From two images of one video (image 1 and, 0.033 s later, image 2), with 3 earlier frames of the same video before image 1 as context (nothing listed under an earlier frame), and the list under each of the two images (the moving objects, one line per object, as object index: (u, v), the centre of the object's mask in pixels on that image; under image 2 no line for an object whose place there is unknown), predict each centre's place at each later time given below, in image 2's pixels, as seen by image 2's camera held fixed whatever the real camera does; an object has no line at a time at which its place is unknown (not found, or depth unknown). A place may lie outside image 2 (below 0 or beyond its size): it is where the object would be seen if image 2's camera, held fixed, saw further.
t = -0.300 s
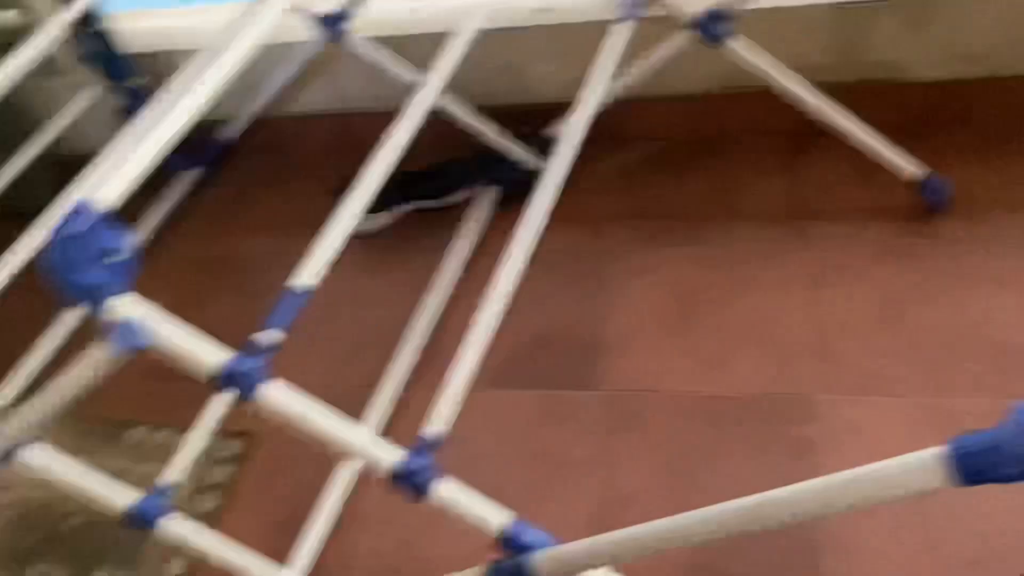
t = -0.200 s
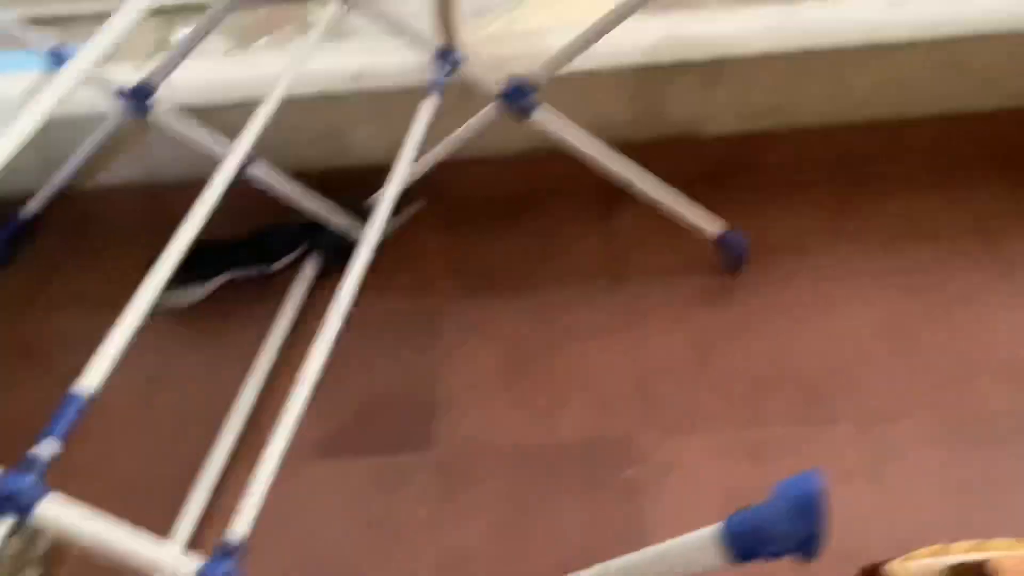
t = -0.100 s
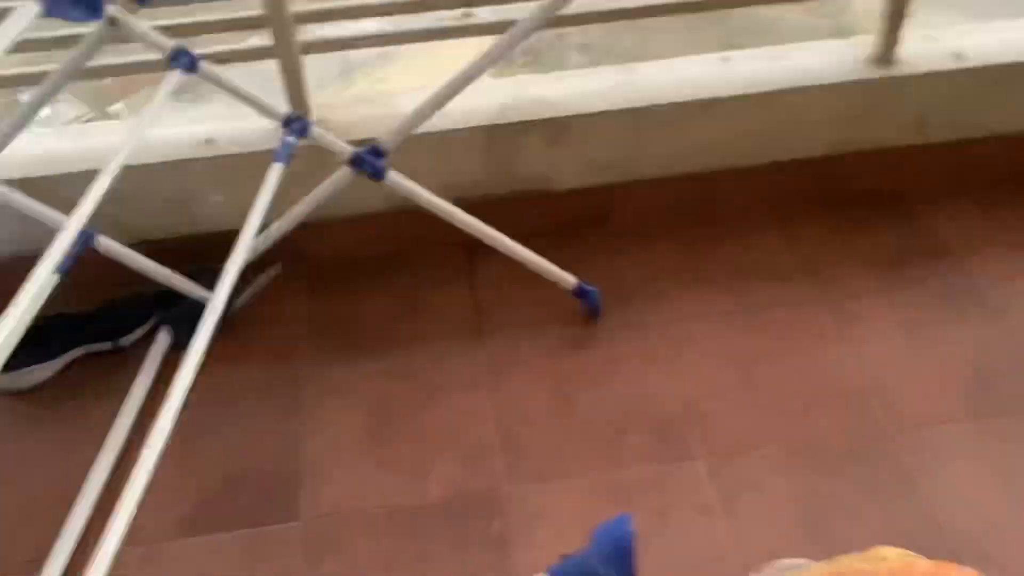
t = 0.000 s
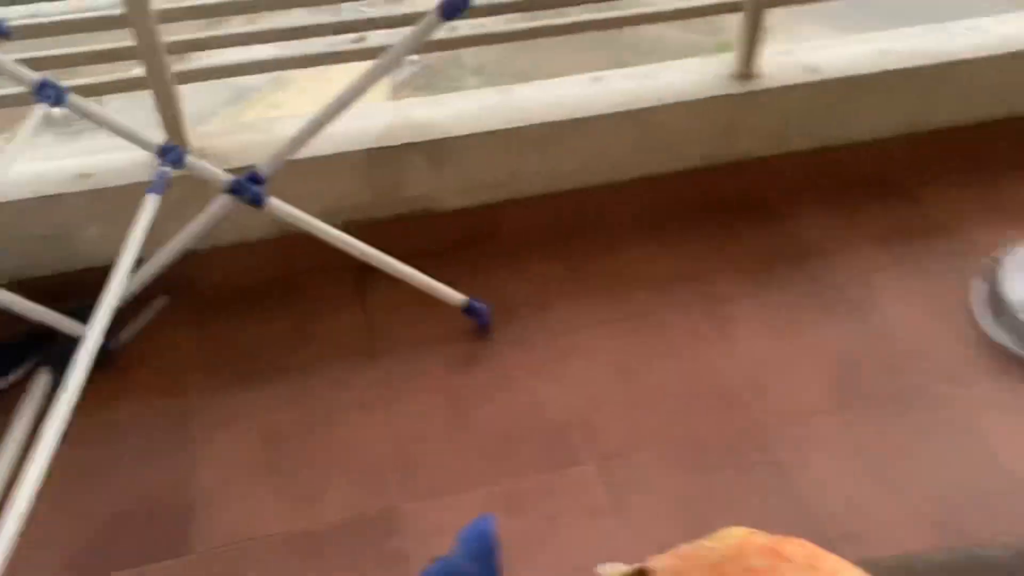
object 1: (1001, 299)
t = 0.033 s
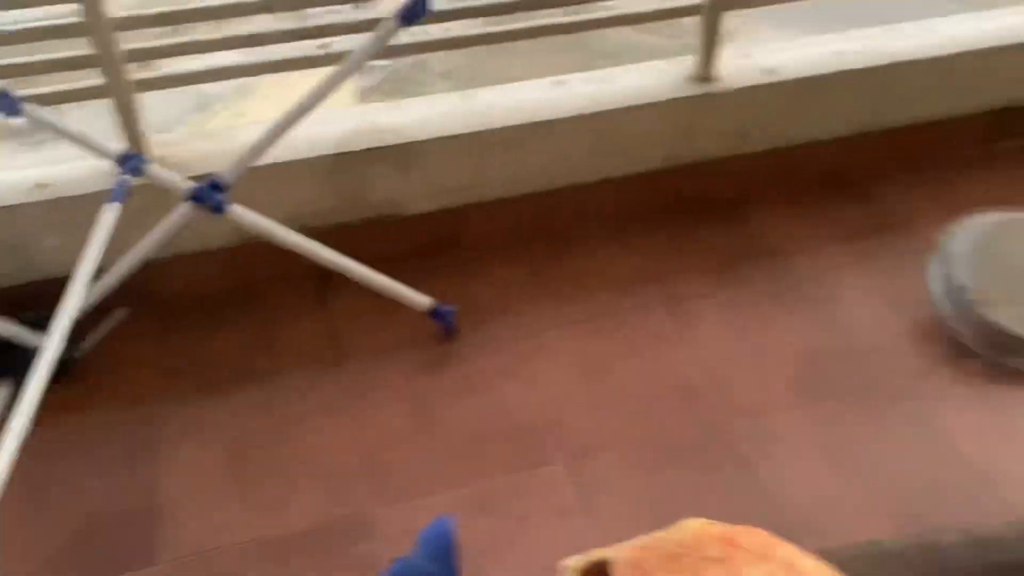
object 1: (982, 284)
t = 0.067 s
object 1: (1004, 281)
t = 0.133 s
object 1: (993, 281)
